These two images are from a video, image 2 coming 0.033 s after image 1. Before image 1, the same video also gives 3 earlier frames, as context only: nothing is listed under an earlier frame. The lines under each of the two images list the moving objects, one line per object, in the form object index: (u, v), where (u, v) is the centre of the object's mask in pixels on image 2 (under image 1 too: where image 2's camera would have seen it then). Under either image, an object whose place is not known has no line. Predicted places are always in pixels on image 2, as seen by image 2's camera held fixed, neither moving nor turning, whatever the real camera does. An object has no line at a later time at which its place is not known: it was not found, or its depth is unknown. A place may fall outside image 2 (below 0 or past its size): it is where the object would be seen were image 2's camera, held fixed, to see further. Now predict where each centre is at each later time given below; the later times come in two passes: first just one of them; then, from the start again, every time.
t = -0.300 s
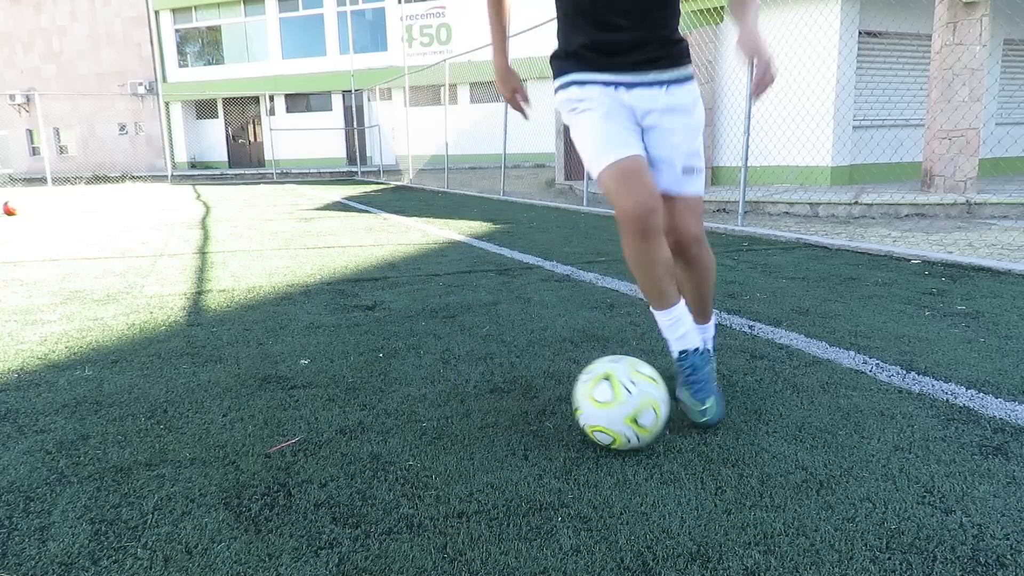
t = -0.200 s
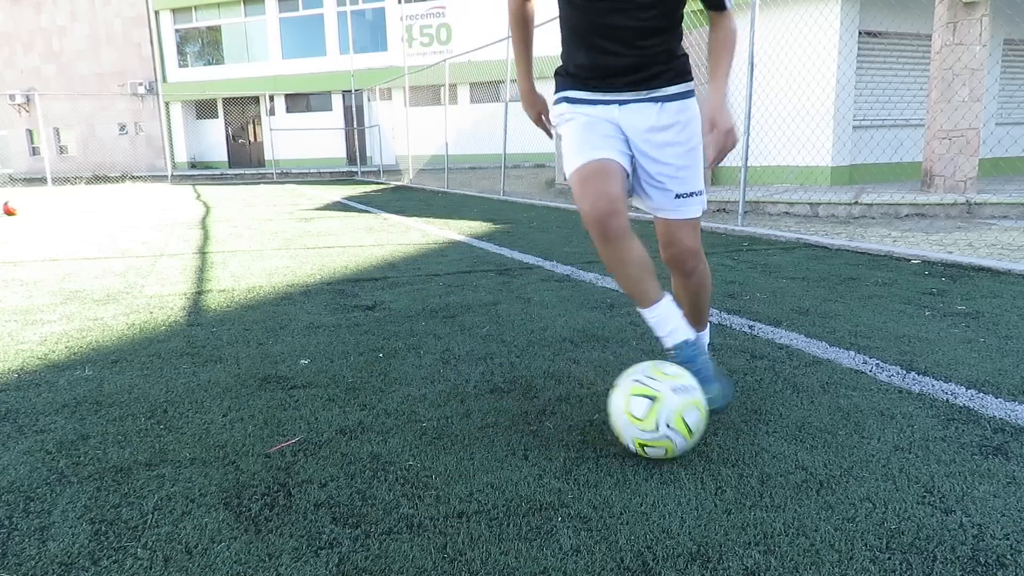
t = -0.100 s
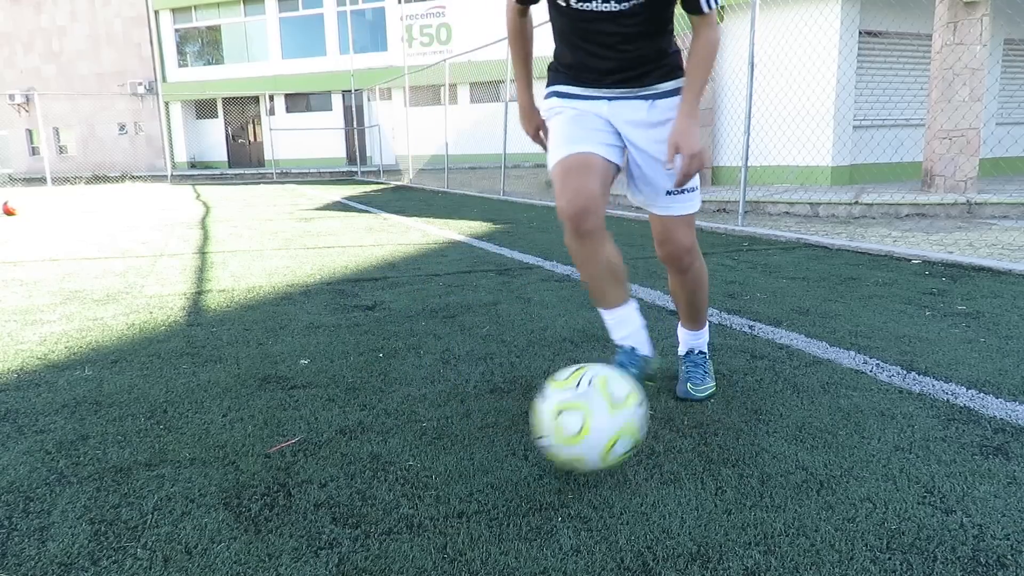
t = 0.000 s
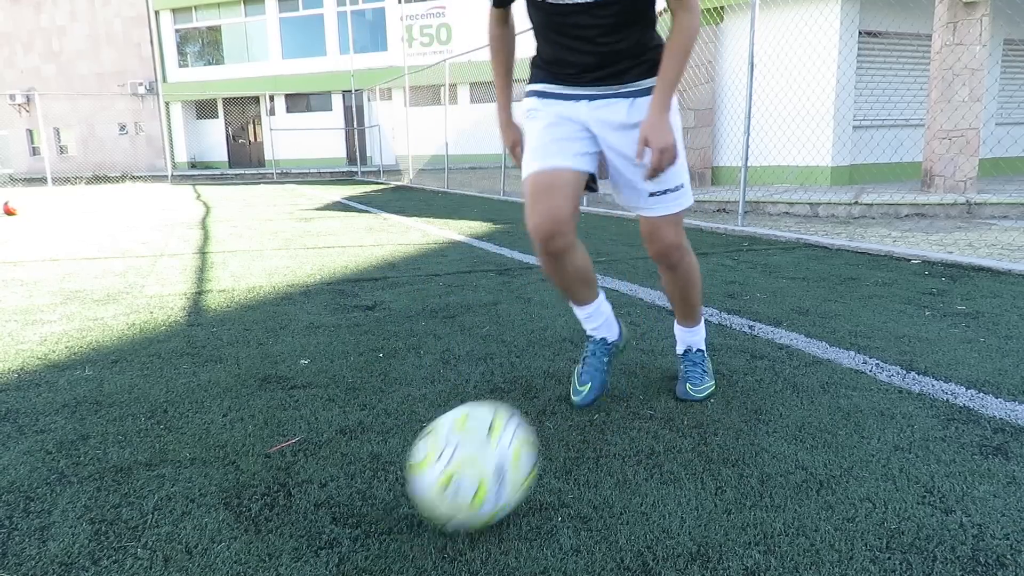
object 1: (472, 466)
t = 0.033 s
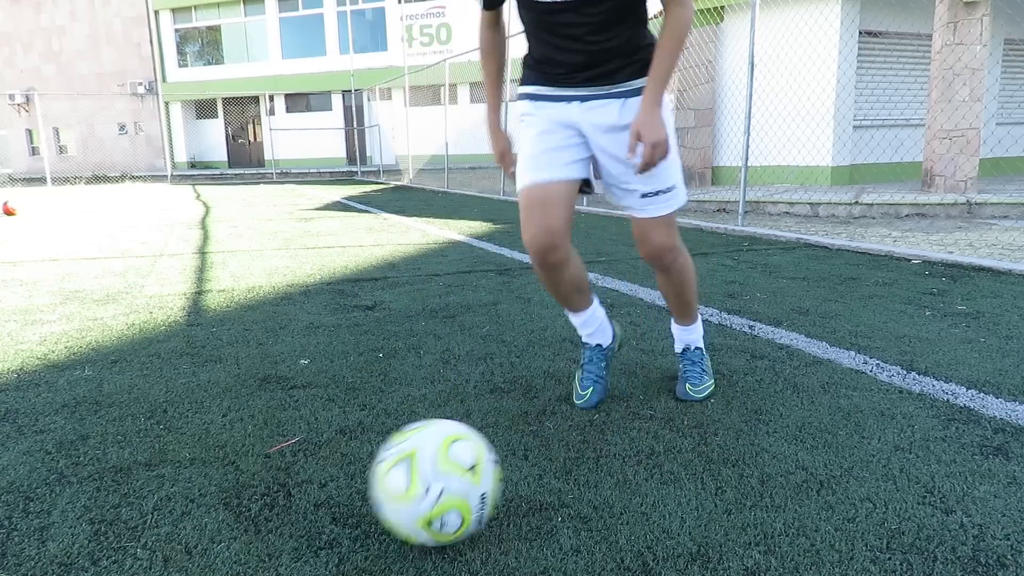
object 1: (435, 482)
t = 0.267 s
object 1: (219, 541)
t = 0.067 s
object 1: (406, 484)
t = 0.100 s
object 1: (375, 493)
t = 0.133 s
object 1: (341, 507)
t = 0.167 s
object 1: (308, 520)
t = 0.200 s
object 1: (275, 534)
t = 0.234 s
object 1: (247, 535)
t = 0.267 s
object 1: (219, 541)
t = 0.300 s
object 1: (193, 549)
